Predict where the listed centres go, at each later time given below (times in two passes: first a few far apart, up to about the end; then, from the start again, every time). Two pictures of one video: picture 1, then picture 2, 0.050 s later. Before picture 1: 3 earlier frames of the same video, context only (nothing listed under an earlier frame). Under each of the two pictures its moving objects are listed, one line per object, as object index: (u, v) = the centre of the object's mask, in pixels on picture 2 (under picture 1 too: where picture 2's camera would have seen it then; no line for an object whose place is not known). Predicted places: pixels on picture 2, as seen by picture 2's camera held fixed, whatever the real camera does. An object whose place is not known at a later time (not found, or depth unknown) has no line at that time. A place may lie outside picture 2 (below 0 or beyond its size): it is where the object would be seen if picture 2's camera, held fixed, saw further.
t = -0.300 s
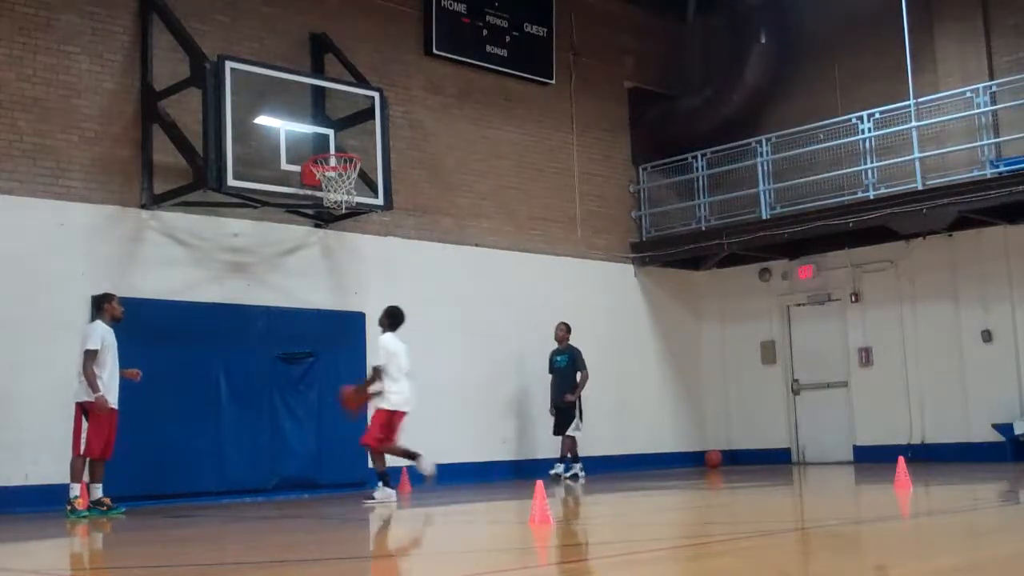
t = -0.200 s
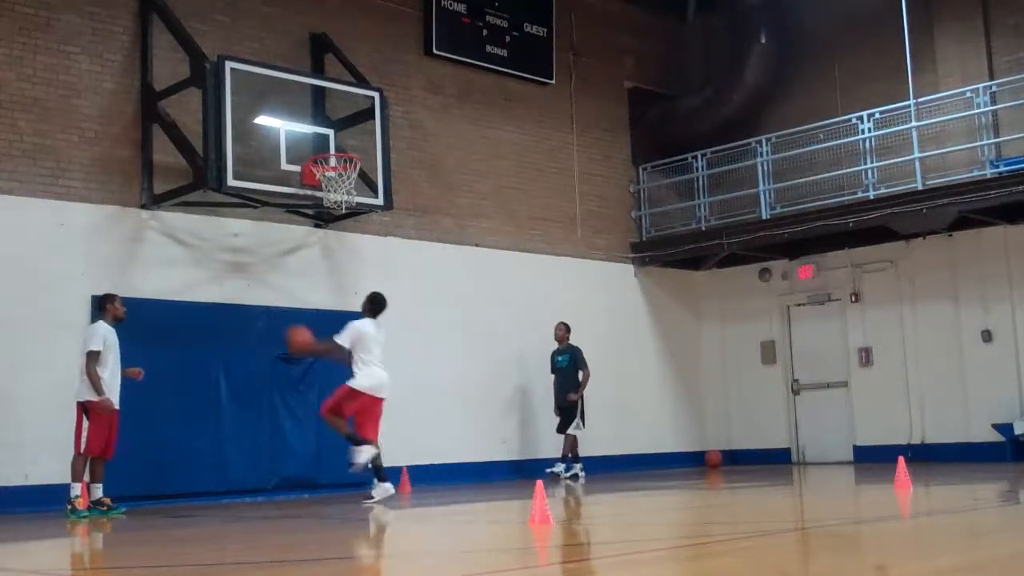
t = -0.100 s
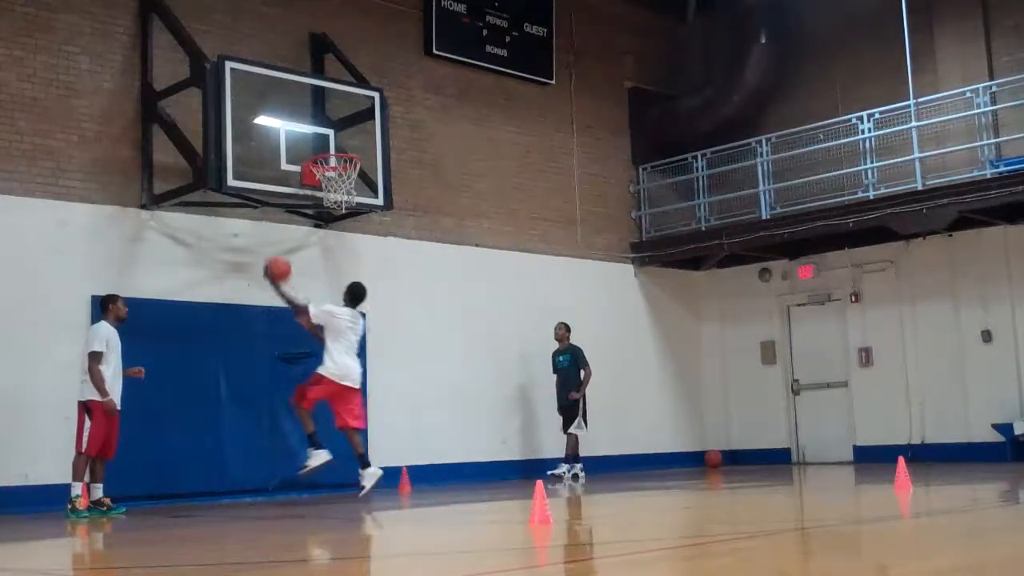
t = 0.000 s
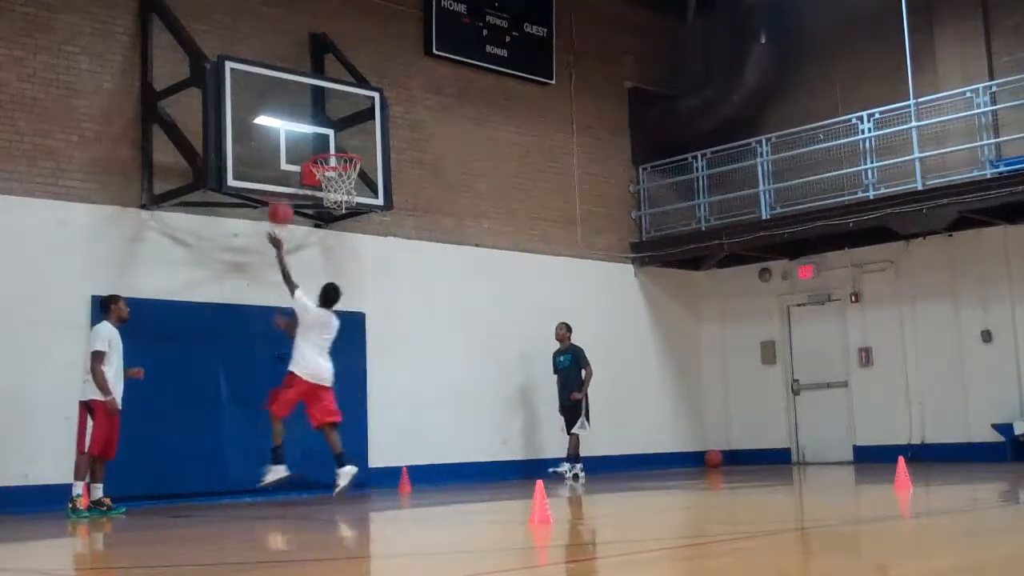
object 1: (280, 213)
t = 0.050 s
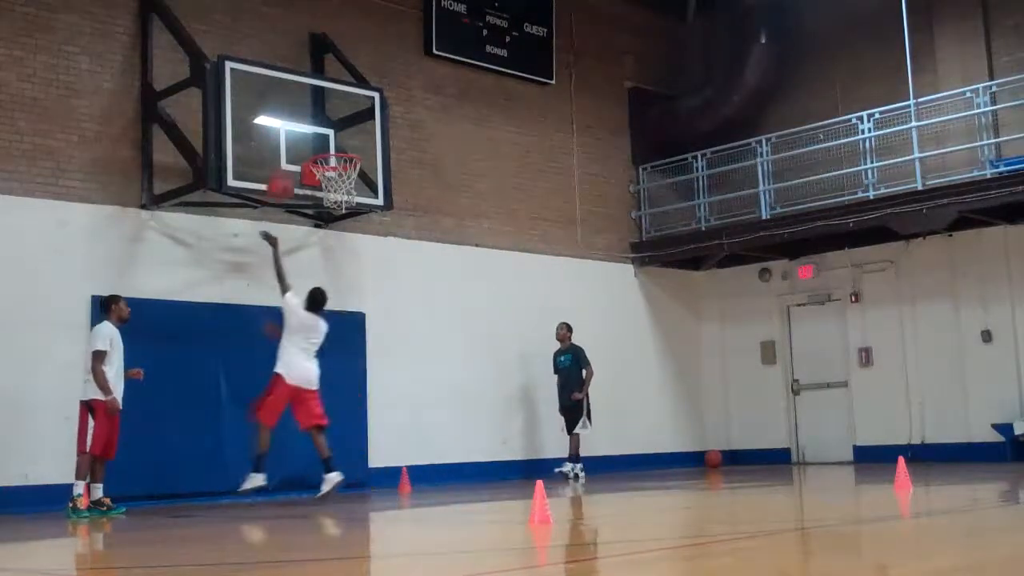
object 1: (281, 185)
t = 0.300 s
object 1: (286, 111)
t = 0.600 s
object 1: (317, 113)
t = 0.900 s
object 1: (355, 200)
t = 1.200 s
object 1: (369, 343)
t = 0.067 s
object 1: (281, 180)
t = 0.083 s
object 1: (281, 173)
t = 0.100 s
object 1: (281, 167)
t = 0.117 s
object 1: (282, 160)
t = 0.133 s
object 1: (281, 153)
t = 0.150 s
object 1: (282, 148)
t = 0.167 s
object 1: (283, 143)
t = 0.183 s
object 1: (283, 138)
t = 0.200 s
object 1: (284, 133)
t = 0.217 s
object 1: (284, 128)
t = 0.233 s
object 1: (284, 124)
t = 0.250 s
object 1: (284, 121)
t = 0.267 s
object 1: (284, 116)
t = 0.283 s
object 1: (285, 114)
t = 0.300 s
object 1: (286, 111)
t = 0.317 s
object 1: (285, 108)
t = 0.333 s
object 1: (286, 107)
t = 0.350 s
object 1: (286, 105)
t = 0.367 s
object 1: (287, 103)
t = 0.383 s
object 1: (288, 102)
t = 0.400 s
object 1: (288, 102)
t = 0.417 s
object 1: (291, 100)
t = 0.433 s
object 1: (292, 100)
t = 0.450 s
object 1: (295, 100)
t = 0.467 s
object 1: (297, 101)
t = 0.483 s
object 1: (299, 100)
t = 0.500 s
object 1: (302, 102)
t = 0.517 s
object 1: (305, 103)
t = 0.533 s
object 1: (307, 104)
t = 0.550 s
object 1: (309, 107)
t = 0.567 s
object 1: (313, 109)
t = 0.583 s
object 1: (315, 111)
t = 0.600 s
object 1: (317, 113)
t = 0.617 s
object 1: (318, 115)
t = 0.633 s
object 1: (320, 118)
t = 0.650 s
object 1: (323, 122)
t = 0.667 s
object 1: (326, 126)
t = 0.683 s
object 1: (329, 130)
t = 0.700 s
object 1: (332, 135)
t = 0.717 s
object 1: (333, 140)
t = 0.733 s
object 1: (335, 144)
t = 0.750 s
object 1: (338, 146)
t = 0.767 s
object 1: (340, 149)
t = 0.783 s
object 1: (344, 149)
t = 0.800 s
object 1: (345, 165)
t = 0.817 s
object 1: (348, 165)
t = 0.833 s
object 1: (354, 177)
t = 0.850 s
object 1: (355, 188)
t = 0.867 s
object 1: (355, 193)
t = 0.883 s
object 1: (355, 196)
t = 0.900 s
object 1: (355, 200)
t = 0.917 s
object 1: (355, 205)
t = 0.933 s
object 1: (356, 210)
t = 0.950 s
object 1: (357, 216)
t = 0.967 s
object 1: (357, 221)
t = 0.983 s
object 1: (358, 229)
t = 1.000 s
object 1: (358, 233)
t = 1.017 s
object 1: (359, 242)
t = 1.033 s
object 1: (360, 250)
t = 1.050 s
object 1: (361, 258)
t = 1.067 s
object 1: (362, 267)
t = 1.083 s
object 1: (362, 275)
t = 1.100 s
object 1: (363, 283)
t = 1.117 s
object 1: (364, 293)
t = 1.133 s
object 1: (365, 301)
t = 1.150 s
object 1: (367, 311)
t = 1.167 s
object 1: (368, 322)
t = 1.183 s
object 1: (369, 332)
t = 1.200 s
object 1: (369, 343)
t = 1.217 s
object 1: (370, 354)
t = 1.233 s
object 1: (371, 365)
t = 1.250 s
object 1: (371, 378)
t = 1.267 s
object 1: (372, 389)
